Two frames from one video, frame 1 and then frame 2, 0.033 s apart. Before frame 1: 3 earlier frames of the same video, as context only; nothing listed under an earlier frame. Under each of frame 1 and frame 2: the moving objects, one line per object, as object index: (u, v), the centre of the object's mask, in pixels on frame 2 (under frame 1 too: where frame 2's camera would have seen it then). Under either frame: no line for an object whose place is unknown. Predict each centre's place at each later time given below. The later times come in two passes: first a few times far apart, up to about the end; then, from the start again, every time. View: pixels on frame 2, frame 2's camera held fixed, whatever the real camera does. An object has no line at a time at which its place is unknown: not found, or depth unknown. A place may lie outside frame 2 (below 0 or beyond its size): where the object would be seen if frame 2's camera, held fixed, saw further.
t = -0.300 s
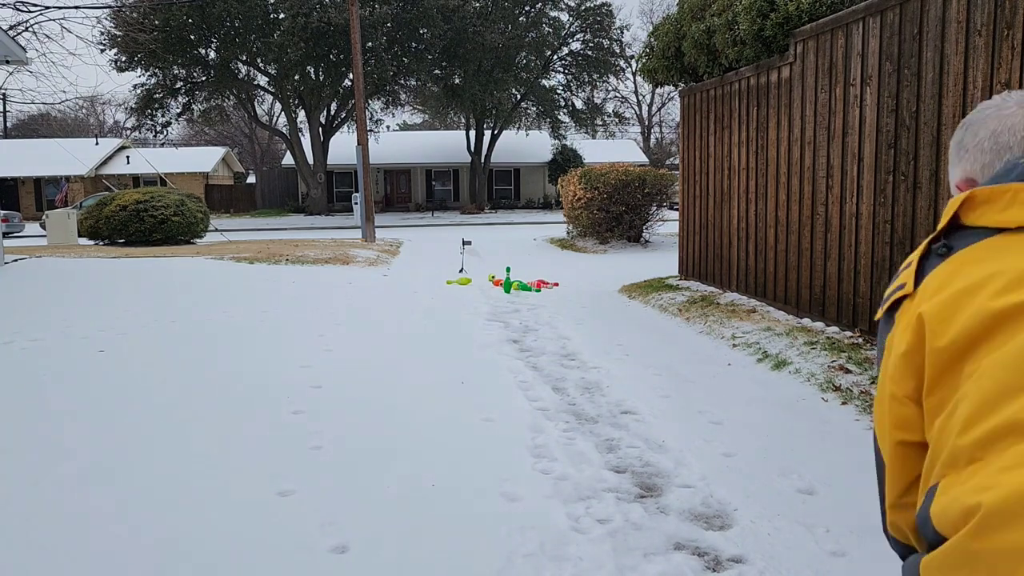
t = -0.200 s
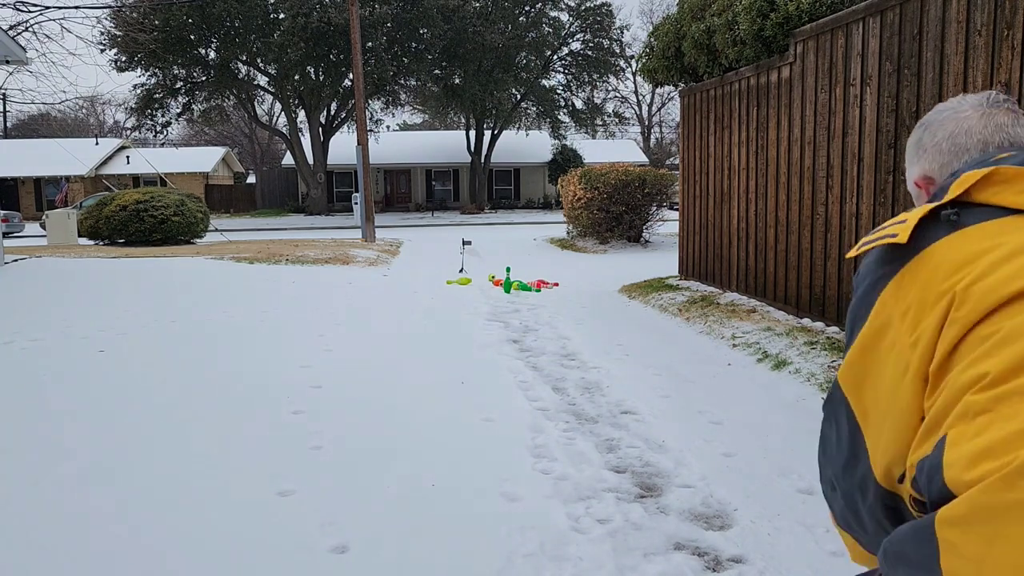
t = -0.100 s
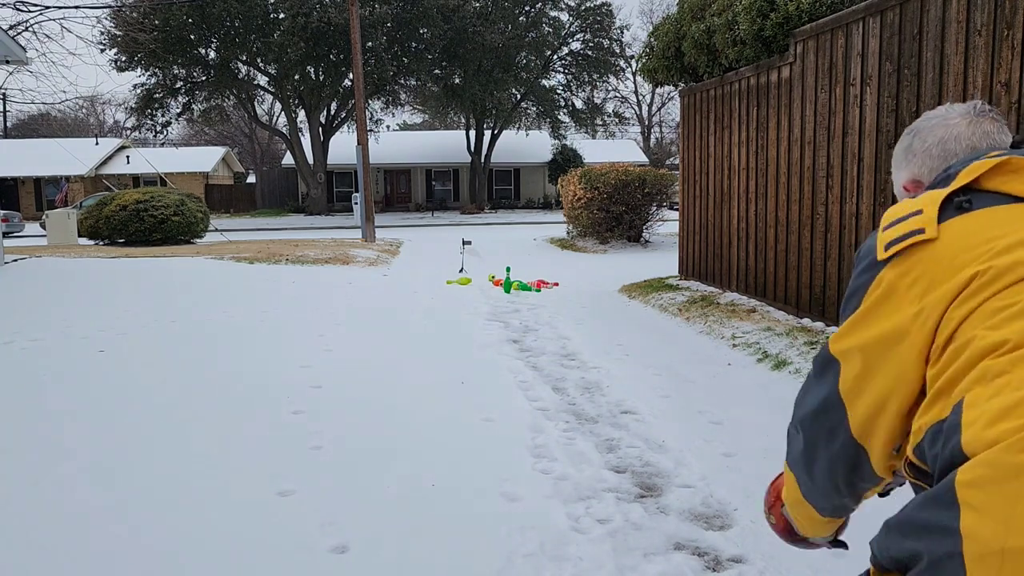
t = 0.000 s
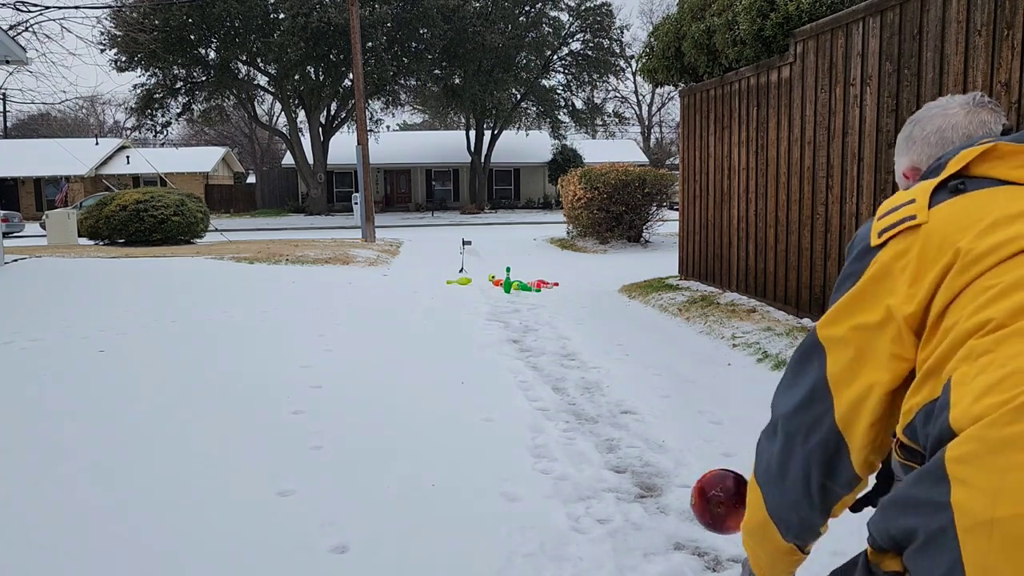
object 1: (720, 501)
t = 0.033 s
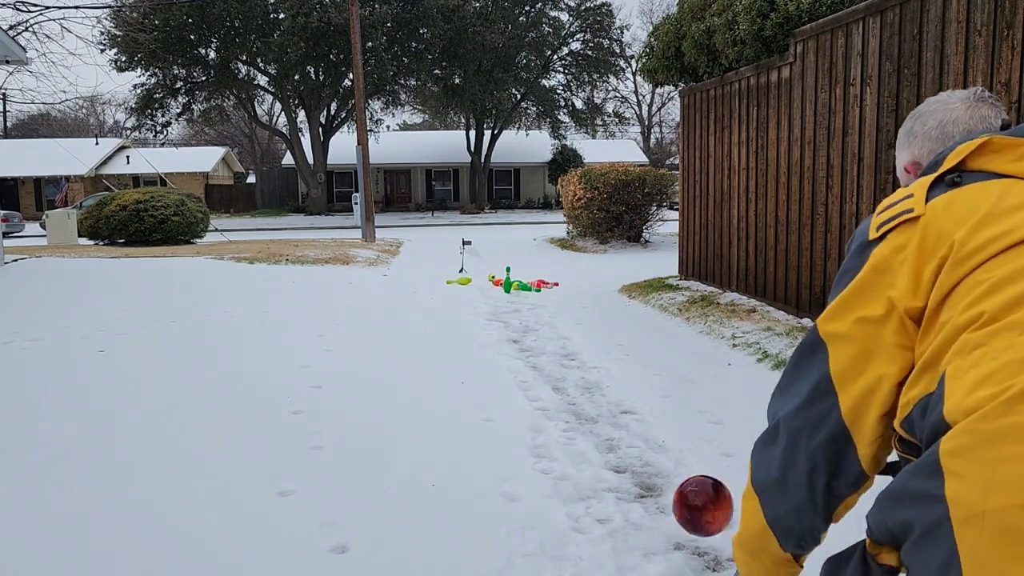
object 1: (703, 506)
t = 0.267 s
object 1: (621, 438)
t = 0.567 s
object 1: (571, 376)
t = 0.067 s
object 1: (685, 512)
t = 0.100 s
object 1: (671, 502)
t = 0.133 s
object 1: (659, 481)
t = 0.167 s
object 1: (648, 466)
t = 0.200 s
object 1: (639, 453)
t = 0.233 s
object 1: (629, 444)
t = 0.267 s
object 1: (621, 438)
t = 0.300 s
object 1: (614, 431)
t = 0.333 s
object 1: (607, 421)
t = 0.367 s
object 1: (601, 413)
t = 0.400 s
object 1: (596, 406)
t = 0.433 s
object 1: (590, 399)
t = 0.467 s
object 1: (585, 392)
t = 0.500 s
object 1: (580, 386)
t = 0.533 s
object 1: (575, 381)
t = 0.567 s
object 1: (571, 376)
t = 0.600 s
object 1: (567, 370)
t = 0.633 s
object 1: (563, 366)
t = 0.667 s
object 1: (559, 363)
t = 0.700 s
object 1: (556, 358)
